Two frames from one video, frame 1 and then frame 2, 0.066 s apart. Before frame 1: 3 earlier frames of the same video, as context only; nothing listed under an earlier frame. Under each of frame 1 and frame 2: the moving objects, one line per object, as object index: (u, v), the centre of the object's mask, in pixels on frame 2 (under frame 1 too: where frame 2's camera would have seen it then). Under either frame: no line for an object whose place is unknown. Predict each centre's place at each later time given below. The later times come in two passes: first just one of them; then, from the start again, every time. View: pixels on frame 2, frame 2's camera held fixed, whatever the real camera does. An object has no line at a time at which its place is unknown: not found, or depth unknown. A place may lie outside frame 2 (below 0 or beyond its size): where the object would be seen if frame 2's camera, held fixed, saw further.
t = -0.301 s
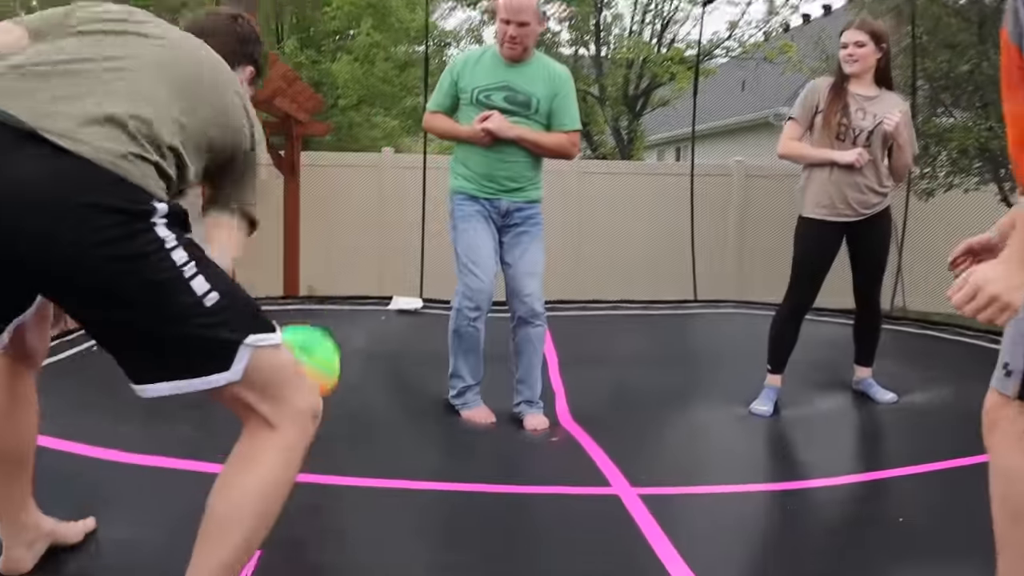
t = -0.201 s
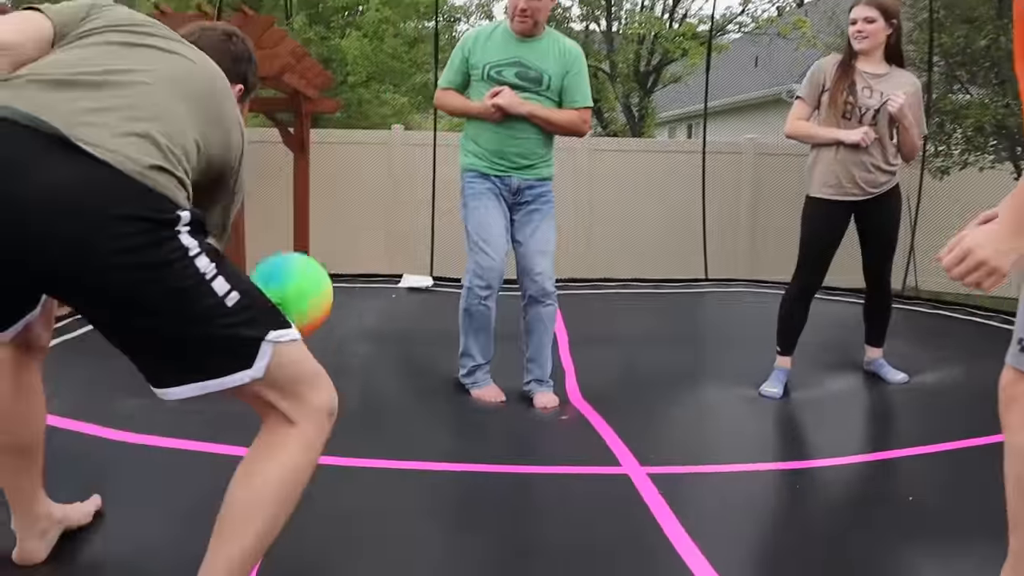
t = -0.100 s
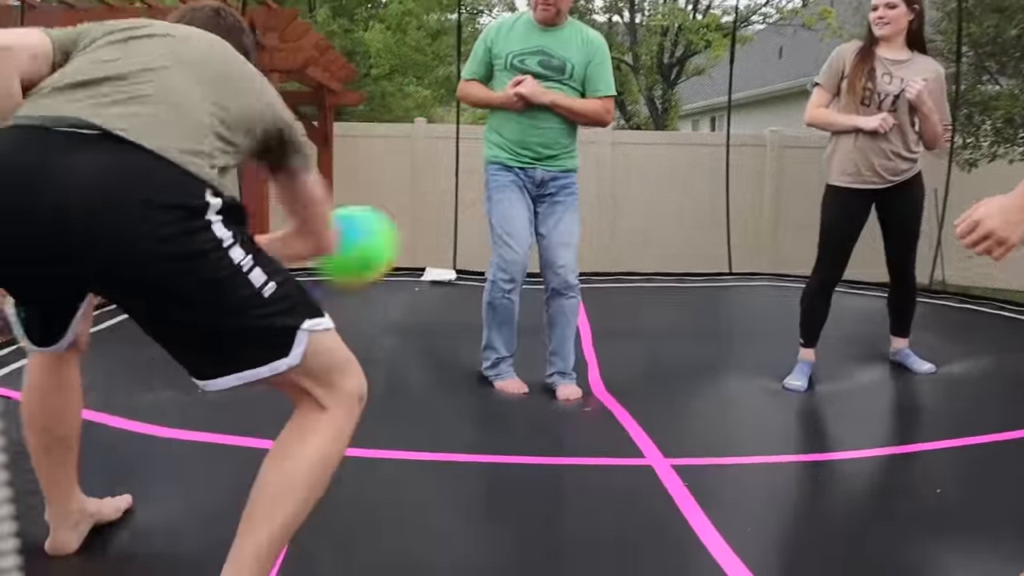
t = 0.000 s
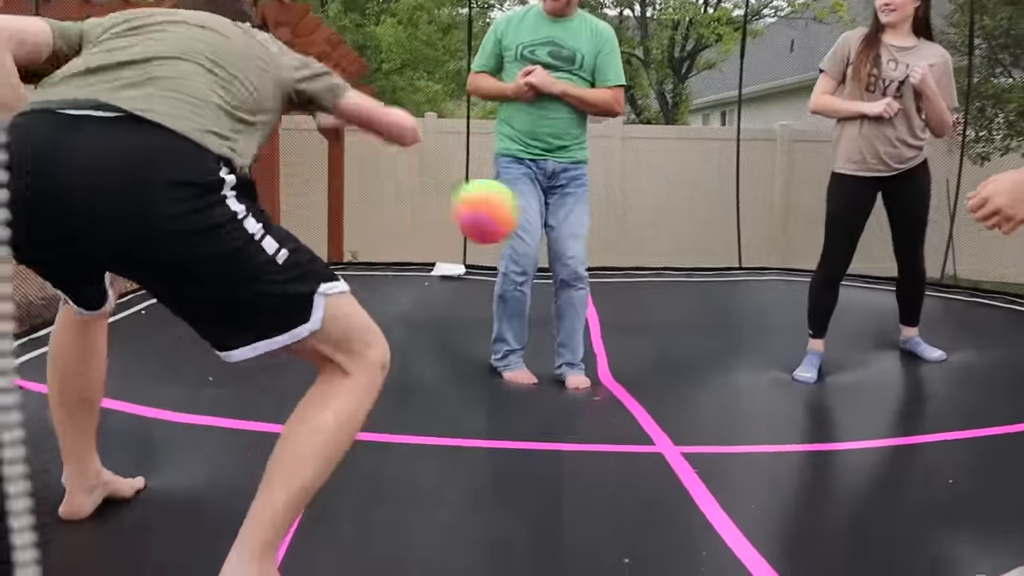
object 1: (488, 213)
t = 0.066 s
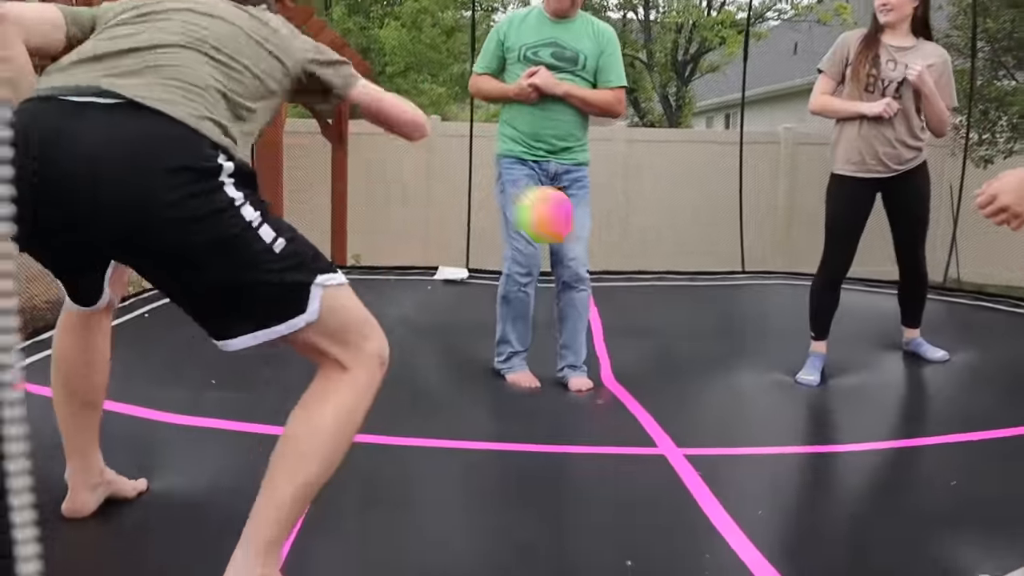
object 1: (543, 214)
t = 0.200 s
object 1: (647, 219)
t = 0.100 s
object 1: (570, 220)
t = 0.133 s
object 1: (592, 219)
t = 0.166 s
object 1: (620, 217)
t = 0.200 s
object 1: (647, 219)
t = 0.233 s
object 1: (674, 224)
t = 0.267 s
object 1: (703, 231)
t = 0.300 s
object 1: (733, 242)
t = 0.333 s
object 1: (762, 256)
